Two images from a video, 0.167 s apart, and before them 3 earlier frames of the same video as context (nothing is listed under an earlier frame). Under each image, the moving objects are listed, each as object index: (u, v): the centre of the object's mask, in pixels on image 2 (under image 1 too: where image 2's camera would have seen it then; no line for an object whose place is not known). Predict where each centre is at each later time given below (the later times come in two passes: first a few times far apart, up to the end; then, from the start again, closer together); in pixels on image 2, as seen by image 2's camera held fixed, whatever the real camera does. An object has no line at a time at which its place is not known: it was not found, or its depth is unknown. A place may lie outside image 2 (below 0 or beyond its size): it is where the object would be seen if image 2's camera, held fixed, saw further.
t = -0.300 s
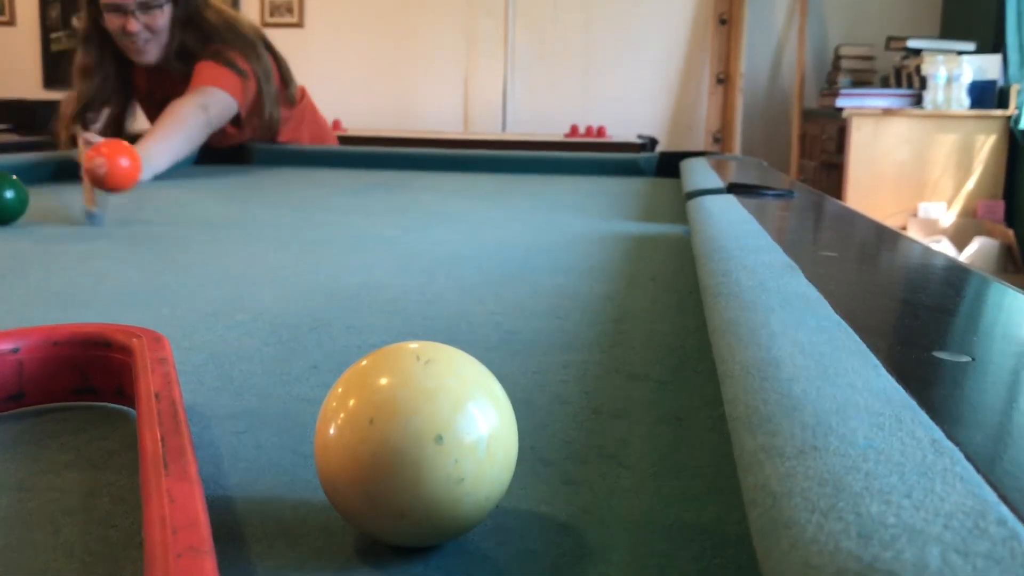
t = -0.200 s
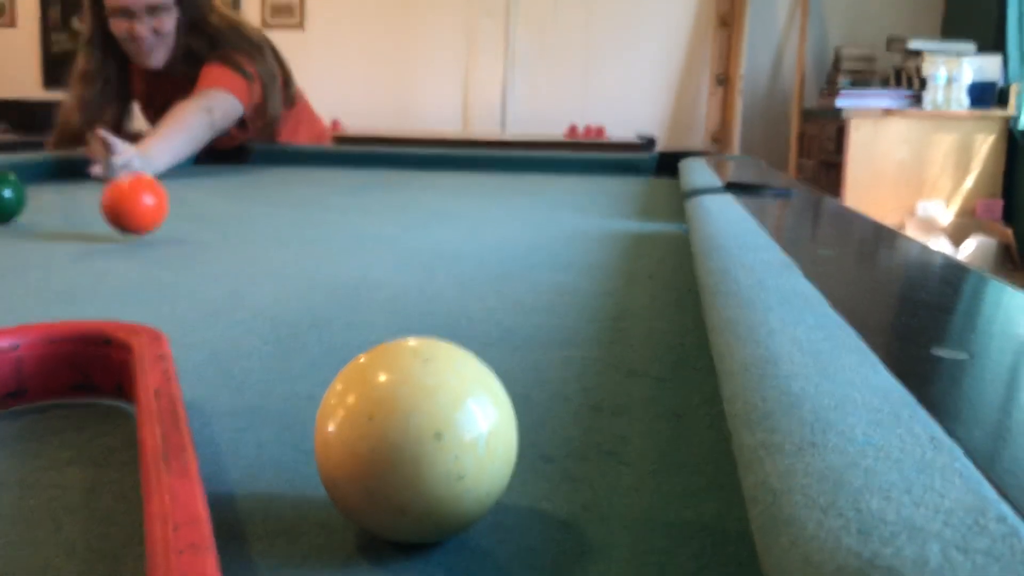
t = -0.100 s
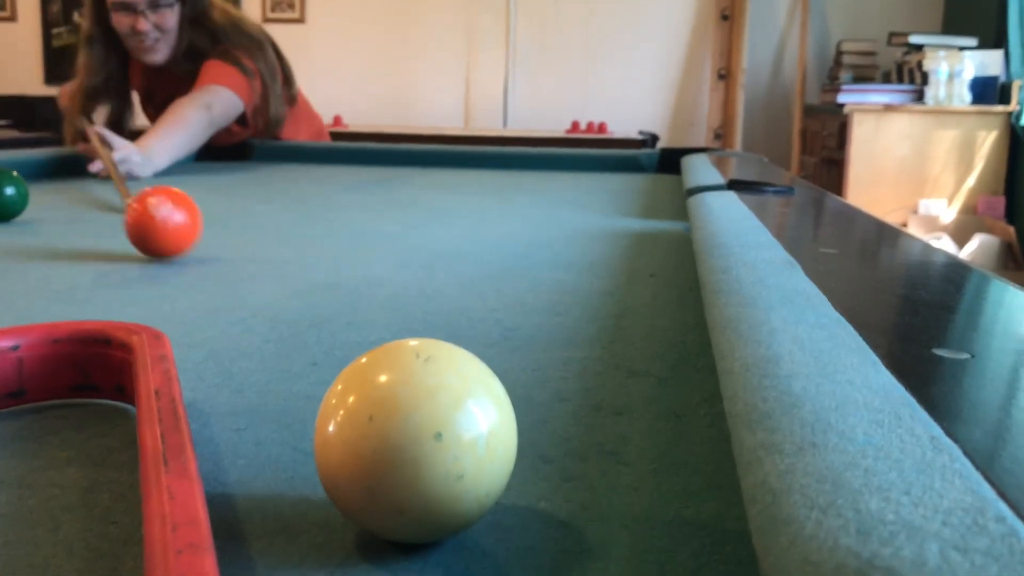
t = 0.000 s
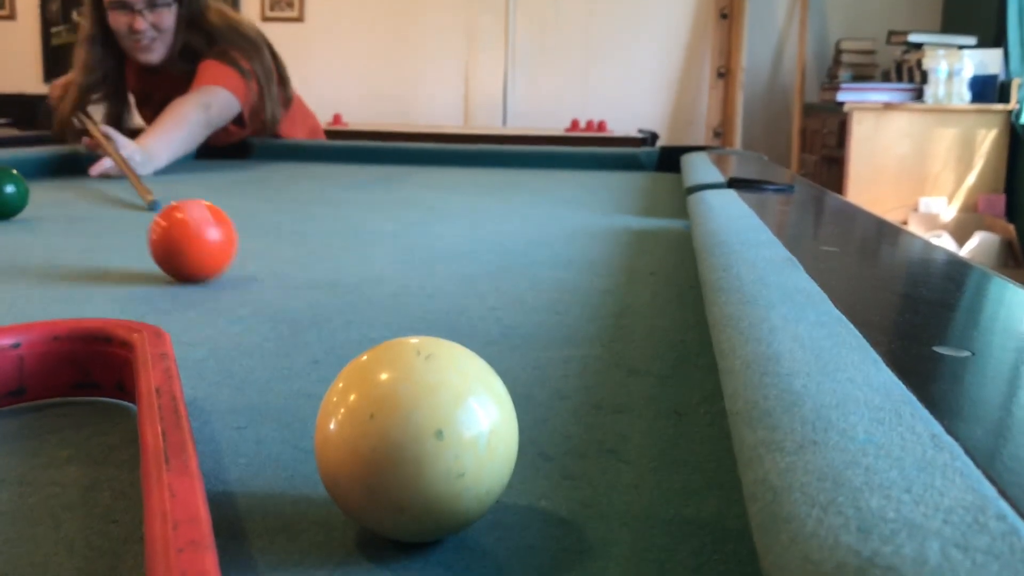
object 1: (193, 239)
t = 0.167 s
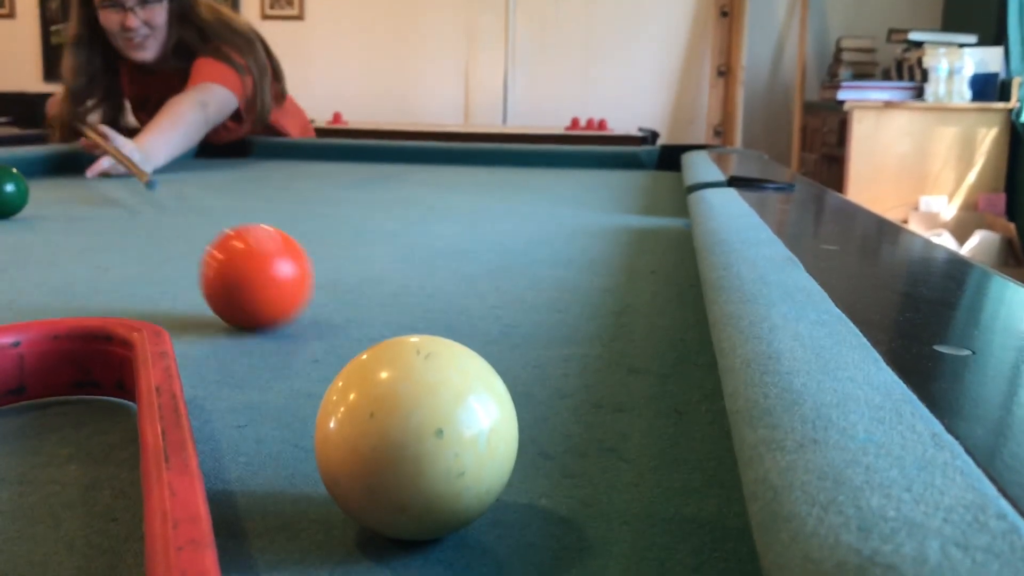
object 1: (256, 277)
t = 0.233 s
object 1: (292, 298)
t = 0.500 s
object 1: (562, 392)
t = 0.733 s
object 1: (471, 411)
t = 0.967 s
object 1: (291, 413)
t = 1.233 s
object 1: (345, 393)
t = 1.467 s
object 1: (372, 378)
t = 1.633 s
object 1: (382, 370)
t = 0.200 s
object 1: (273, 287)
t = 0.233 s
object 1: (292, 298)
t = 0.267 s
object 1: (312, 310)
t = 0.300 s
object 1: (331, 317)
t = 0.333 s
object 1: (351, 321)
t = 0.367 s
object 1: (383, 322)
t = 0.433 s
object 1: (497, 357)
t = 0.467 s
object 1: (530, 374)
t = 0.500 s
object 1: (562, 392)
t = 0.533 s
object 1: (606, 399)
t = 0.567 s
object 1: (625, 405)
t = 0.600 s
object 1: (593, 407)
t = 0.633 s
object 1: (562, 408)
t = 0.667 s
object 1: (532, 409)
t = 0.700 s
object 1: (502, 410)
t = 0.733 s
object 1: (471, 411)
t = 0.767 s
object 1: (440, 412)
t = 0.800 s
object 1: (411, 412)
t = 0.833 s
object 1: (380, 414)
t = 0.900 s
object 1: (319, 415)
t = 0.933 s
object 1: (291, 415)
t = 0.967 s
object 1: (291, 413)
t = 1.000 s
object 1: (300, 410)
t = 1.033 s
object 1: (307, 407)
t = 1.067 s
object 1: (314, 405)
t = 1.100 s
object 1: (321, 403)
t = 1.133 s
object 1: (327, 400)
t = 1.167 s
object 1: (334, 398)
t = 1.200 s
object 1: (339, 396)
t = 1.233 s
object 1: (345, 393)
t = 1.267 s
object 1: (350, 391)
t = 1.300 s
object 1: (356, 388)
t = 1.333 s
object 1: (360, 386)
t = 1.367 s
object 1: (364, 384)
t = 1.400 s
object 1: (367, 382)
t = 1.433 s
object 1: (371, 379)
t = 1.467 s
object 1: (372, 378)
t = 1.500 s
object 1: (376, 374)
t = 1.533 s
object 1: (377, 374)
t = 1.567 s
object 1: (379, 373)
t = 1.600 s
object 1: (381, 371)
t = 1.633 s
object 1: (382, 370)
